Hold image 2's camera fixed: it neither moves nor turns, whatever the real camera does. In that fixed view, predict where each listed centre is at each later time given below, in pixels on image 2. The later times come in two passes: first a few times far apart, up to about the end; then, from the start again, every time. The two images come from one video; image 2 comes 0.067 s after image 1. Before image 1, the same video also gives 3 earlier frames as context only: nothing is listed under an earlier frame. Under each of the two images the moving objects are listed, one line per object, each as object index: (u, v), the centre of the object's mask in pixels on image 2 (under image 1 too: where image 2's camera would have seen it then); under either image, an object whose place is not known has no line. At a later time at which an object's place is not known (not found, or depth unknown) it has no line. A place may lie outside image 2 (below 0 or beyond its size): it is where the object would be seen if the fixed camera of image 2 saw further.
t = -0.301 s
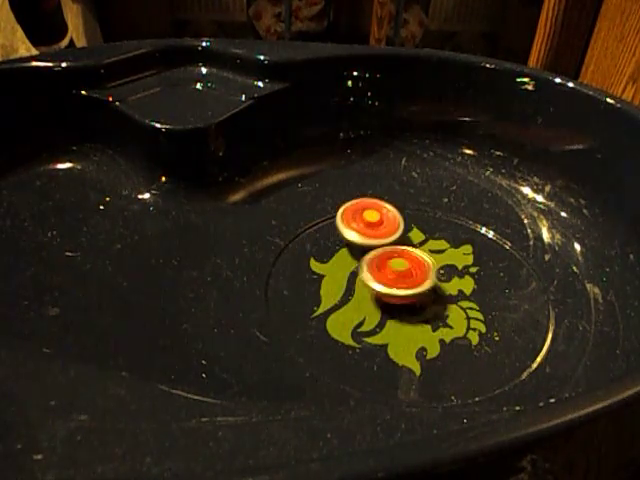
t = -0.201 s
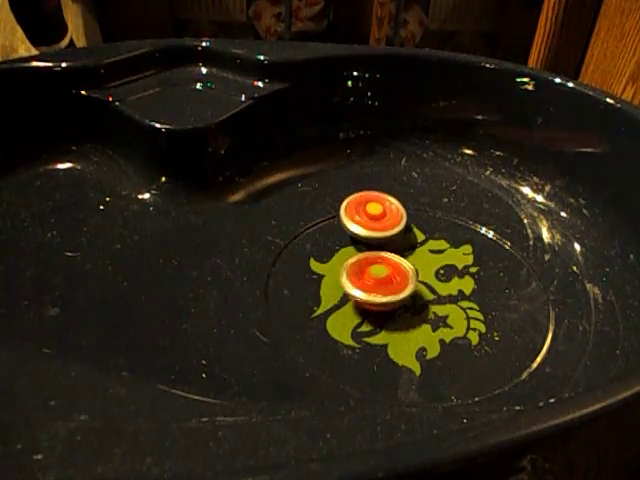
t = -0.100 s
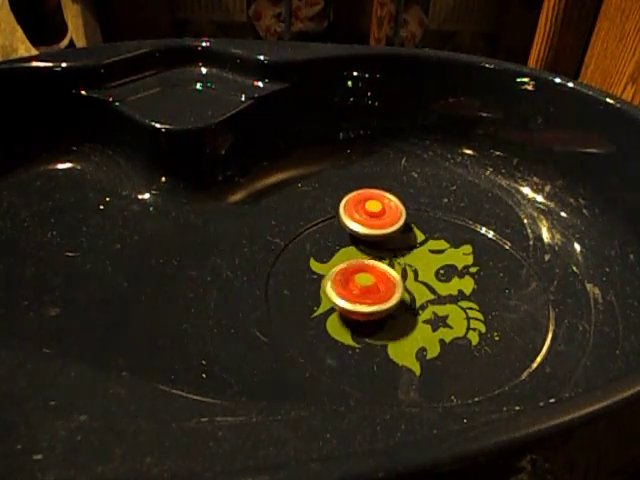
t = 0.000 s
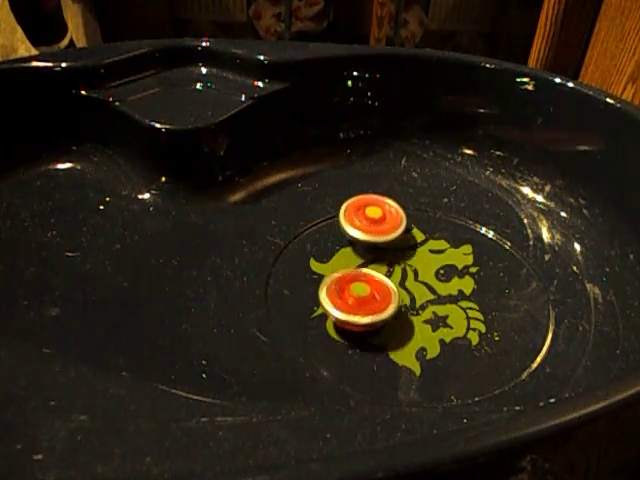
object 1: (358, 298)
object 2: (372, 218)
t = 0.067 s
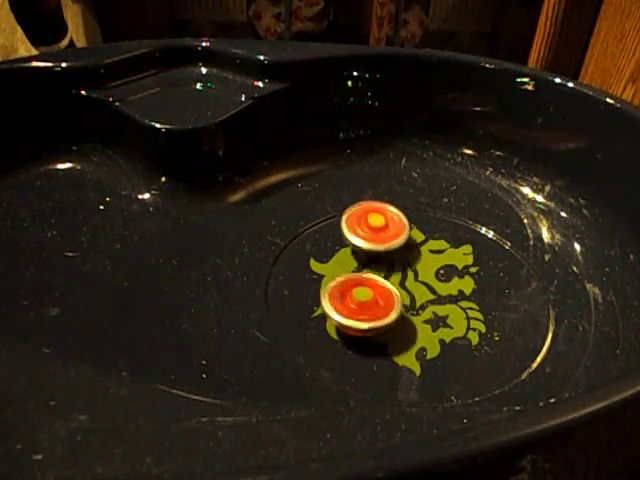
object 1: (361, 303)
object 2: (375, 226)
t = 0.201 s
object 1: (371, 306)
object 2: (390, 244)
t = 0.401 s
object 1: (364, 304)
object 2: (437, 259)
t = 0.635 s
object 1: (348, 325)
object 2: (471, 272)
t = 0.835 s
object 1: (364, 315)
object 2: (473, 275)
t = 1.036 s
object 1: (357, 279)
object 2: (443, 277)
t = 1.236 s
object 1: (293, 254)
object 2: (441, 284)
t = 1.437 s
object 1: (285, 255)
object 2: (421, 292)
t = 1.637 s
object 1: (304, 253)
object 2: (402, 300)
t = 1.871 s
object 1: (355, 242)
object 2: (382, 306)
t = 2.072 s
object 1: (390, 228)
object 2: (371, 302)
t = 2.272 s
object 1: (405, 223)
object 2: (360, 289)
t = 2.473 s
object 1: (410, 236)
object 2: (344, 276)
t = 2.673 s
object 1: (429, 262)
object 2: (335, 272)
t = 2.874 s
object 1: (449, 283)
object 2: (350, 269)
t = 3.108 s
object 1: (451, 293)
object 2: (368, 257)
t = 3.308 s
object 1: (426, 293)
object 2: (370, 246)
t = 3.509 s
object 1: (391, 300)
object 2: (361, 242)
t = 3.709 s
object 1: (387, 330)
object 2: (348, 239)
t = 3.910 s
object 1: (396, 330)
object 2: (361, 258)
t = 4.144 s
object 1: (399, 316)
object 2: (400, 260)
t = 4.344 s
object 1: (385, 293)
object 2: (424, 250)
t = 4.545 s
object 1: (354, 269)
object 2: (414, 240)
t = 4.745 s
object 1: (311, 260)
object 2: (396, 252)
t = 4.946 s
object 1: (281, 272)
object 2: (394, 277)
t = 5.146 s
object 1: (315, 286)
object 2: (407, 299)
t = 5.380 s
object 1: (357, 265)
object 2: (449, 305)
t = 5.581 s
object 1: (373, 238)
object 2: (452, 284)
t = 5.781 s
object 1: (372, 222)
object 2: (419, 265)
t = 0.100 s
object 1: (363, 304)
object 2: (377, 230)
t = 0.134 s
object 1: (366, 306)
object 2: (381, 235)
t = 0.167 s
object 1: (369, 306)
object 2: (385, 239)
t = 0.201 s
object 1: (371, 306)
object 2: (390, 244)
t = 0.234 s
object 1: (373, 305)
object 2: (396, 248)
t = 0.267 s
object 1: (375, 303)
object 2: (403, 252)
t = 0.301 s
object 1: (377, 301)
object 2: (410, 256)
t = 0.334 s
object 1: (374, 301)
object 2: (420, 257)
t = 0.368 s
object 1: (369, 302)
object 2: (428, 257)
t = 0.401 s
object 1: (364, 304)
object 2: (437, 259)
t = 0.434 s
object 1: (359, 306)
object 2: (443, 261)
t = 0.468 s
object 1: (356, 310)
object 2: (448, 264)
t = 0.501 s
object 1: (353, 313)
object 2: (453, 266)
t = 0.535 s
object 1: (350, 317)
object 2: (458, 268)
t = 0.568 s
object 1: (347, 320)
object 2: (463, 270)
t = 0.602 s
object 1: (347, 323)
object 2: (467, 271)
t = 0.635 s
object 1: (348, 325)
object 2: (471, 272)
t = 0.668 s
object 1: (349, 326)
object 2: (474, 273)
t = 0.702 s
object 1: (352, 326)
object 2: (477, 273)
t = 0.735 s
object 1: (354, 324)
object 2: (478, 274)
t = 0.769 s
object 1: (358, 322)
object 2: (478, 274)
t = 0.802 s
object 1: (361, 320)
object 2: (477, 274)
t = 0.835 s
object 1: (364, 315)
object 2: (473, 275)
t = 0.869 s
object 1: (366, 310)
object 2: (468, 275)
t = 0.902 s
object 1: (367, 304)
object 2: (463, 275)
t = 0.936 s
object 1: (368, 299)
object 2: (457, 275)
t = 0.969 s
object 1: (367, 293)
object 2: (450, 275)
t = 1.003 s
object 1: (366, 287)
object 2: (443, 276)
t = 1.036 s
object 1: (357, 279)
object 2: (443, 277)
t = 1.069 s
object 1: (341, 273)
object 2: (447, 278)
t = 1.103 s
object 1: (330, 269)
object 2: (447, 279)
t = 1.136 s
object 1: (320, 265)
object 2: (446, 280)
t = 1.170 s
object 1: (312, 261)
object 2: (445, 281)
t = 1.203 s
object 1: (302, 257)
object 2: (443, 283)
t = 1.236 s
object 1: (293, 254)
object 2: (441, 284)
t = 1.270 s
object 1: (286, 252)
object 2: (438, 286)
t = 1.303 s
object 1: (278, 250)
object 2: (436, 287)
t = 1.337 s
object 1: (277, 251)
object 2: (433, 289)
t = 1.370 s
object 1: (281, 254)
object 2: (429, 290)
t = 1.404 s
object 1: (284, 255)
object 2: (425, 291)
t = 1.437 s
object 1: (285, 255)
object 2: (421, 292)
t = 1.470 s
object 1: (286, 255)
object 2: (418, 294)
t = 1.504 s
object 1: (288, 254)
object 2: (415, 295)
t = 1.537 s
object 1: (290, 253)
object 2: (412, 297)
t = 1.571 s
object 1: (294, 253)
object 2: (408, 298)
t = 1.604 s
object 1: (298, 253)
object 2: (406, 300)
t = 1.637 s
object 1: (304, 253)
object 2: (402, 300)
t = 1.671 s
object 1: (310, 252)
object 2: (398, 302)
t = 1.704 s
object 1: (318, 251)
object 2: (395, 302)
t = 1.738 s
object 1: (325, 250)
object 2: (392, 304)
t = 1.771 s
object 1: (332, 248)
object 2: (389, 304)
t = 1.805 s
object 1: (340, 247)
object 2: (387, 305)
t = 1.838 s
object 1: (348, 244)
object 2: (384, 305)
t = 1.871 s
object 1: (355, 242)
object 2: (382, 306)
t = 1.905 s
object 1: (362, 240)
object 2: (380, 306)
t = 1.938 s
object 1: (369, 237)
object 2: (377, 305)
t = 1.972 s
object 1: (375, 235)
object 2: (375, 305)
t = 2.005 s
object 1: (380, 232)
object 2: (374, 304)
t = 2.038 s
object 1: (385, 230)
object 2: (372, 303)
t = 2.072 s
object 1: (390, 228)
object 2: (371, 302)
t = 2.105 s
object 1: (393, 226)
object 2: (370, 300)
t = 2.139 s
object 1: (397, 224)
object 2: (368, 298)
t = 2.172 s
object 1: (400, 223)
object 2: (366, 295)
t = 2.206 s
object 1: (402, 222)
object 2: (364, 293)
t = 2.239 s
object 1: (403, 222)
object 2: (363, 291)
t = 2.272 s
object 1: (405, 223)
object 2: (360, 289)
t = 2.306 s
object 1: (406, 224)
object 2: (358, 286)
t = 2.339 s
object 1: (406, 225)
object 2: (356, 284)
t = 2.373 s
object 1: (406, 227)
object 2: (353, 282)
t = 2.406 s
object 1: (407, 229)
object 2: (350, 280)
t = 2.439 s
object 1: (408, 233)
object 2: (347, 278)
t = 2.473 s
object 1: (410, 236)
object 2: (344, 276)
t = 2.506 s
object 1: (413, 240)
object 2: (341, 275)
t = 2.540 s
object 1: (416, 245)
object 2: (339, 274)
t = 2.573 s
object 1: (418, 249)
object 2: (337, 273)
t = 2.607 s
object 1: (421, 253)
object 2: (336, 273)
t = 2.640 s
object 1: (426, 258)
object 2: (335, 272)
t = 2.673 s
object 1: (429, 262)
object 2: (335, 272)
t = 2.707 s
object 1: (433, 266)
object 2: (336, 271)
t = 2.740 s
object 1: (436, 270)
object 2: (338, 271)
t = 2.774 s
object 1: (440, 274)
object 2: (341, 270)
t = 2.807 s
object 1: (443, 277)
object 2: (343, 271)
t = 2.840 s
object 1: (446, 280)
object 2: (347, 270)
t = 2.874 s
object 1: (449, 283)
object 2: (350, 269)
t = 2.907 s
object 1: (452, 286)
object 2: (354, 268)
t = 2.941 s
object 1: (454, 288)
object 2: (357, 267)
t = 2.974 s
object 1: (455, 290)
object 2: (360, 265)
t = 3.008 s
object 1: (455, 291)
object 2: (362, 264)
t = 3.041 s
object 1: (455, 292)
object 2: (365, 262)
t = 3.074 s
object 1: (453, 292)
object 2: (367, 260)
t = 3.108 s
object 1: (451, 293)
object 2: (368, 257)
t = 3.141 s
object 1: (449, 292)
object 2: (370, 255)
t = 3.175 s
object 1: (446, 292)
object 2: (371, 253)
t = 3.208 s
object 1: (442, 292)
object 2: (371, 251)
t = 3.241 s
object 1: (437, 292)
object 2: (371, 249)
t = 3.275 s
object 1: (432, 293)
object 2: (371, 247)
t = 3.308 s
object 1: (426, 293)
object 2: (370, 246)
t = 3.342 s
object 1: (420, 294)
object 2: (369, 245)
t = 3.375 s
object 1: (414, 294)
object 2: (368, 244)
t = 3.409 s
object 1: (408, 294)
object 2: (366, 244)
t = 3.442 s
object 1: (401, 294)
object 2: (364, 244)
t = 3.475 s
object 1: (394, 295)
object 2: (363, 245)
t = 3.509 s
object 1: (391, 300)
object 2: (361, 242)
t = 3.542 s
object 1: (388, 305)
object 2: (359, 240)
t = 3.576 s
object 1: (386, 312)
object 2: (356, 239)
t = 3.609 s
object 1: (385, 317)
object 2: (354, 238)
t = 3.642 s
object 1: (385, 322)
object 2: (351, 238)
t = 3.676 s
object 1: (386, 327)
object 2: (349, 238)
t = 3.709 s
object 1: (387, 330)
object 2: (348, 239)
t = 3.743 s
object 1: (389, 333)
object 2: (348, 242)
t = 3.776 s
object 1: (390, 335)
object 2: (349, 245)
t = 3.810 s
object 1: (392, 335)
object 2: (351, 248)
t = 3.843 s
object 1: (394, 335)
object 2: (354, 252)
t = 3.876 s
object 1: (395, 333)
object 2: (357, 255)
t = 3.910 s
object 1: (396, 330)
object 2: (361, 258)
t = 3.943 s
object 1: (397, 326)
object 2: (366, 261)
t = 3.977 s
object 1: (398, 321)
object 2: (371, 263)
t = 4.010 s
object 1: (397, 318)
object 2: (377, 264)
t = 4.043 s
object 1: (398, 318)
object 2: (383, 262)
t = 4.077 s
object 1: (399, 318)
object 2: (389, 261)
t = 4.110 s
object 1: (399, 317)
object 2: (394, 261)
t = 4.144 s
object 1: (399, 316)
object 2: (400, 260)
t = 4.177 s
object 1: (398, 314)
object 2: (406, 259)
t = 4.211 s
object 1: (397, 311)
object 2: (411, 258)
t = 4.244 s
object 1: (394, 308)
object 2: (414, 256)
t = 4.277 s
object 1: (392, 303)
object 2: (419, 254)
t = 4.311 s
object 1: (389, 298)
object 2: (422, 252)
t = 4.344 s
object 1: (385, 293)
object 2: (424, 250)
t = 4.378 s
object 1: (382, 290)
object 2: (425, 248)
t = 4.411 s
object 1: (377, 285)
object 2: (425, 246)
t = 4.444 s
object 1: (372, 281)
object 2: (424, 244)
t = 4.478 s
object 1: (366, 276)
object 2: (422, 242)
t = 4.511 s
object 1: (360, 272)
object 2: (419, 241)
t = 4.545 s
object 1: (354, 269)
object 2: (414, 240)
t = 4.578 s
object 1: (348, 266)
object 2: (410, 241)
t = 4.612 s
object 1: (342, 263)
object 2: (405, 242)
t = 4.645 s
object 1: (335, 261)
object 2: (403, 244)
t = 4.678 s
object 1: (326, 260)
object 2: (401, 246)
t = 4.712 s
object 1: (319, 260)
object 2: (398, 249)
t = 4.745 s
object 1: (311, 260)
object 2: (396, 252)
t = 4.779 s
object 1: (303, 260)
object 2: (395, 256)
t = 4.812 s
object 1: (296, 261)
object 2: (394, 260)
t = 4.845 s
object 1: (290, 263)
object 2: (393, 264)
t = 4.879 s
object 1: (285, 265)
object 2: (393, 269)
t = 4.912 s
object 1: (283, 268)
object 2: (393, 273)
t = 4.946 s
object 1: (281, 272)
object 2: (394, 277)
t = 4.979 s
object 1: (283, 275)
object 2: (395, 281)
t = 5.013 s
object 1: (286, 279)
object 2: (397, 285)
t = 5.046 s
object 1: (291, 281)
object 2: (399, 289)
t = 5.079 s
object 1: (297, 284)
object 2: (401, 292)
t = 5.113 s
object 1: (306, 286)
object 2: (403, 296)
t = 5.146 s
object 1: (315, 286)
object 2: (407, 299)
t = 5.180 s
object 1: (325, 286)
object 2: (409, 301)
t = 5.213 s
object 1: (333, 285)
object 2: (415, 304)
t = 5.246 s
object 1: (338, 282)
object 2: (425, 306)
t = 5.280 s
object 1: (343, 278)
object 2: (432, 307)
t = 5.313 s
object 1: (349, 274)
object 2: (438, 307)
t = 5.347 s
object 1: (353, 270)
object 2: (444, 306)
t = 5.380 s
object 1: (357, 265)
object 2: (449, 305)
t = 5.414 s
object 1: (361, 260)
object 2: (453, 303)
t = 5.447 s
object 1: (364, 255)
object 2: (456, 300)
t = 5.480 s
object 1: (367, 251)
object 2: (457, 296)
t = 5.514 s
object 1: (369, 247)
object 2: (457, 293)
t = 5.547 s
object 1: (371, 242)
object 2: (455, 288)
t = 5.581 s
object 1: (373, 238)
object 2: (452, 284)
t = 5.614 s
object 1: (374, 234)
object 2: (448, 280)
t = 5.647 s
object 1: (374, 231)
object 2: (443, 276)
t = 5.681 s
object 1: (374, 228)
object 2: (437, 273)
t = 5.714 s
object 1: (374, 226)
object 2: (431, 270)
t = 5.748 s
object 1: (373, 224)
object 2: (425, 267)
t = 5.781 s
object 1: (372, 222)
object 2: (419, 265)
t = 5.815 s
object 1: (370, 220)
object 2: (413, 264)
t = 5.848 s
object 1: (366, 217)
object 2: (406, 263)
